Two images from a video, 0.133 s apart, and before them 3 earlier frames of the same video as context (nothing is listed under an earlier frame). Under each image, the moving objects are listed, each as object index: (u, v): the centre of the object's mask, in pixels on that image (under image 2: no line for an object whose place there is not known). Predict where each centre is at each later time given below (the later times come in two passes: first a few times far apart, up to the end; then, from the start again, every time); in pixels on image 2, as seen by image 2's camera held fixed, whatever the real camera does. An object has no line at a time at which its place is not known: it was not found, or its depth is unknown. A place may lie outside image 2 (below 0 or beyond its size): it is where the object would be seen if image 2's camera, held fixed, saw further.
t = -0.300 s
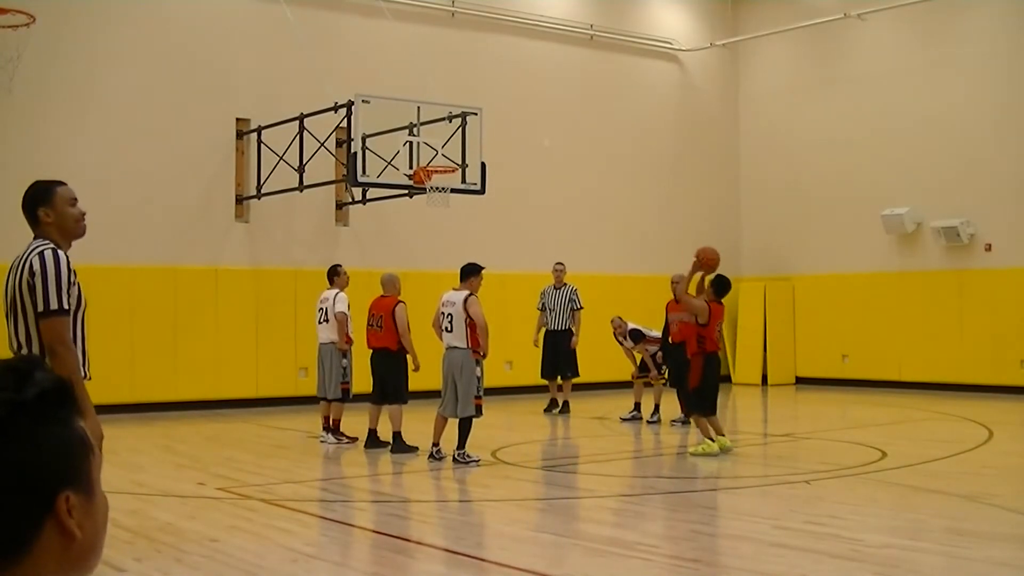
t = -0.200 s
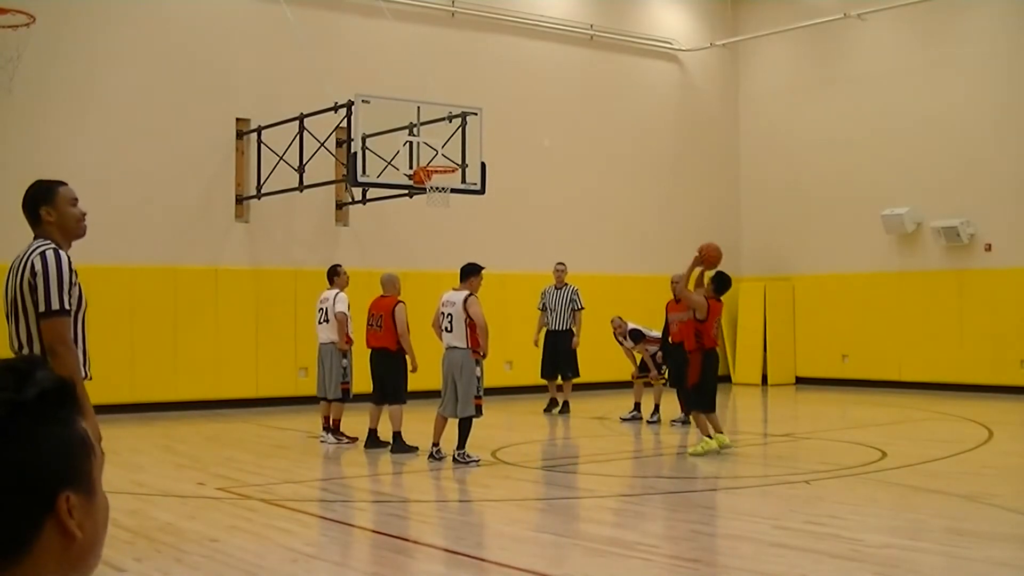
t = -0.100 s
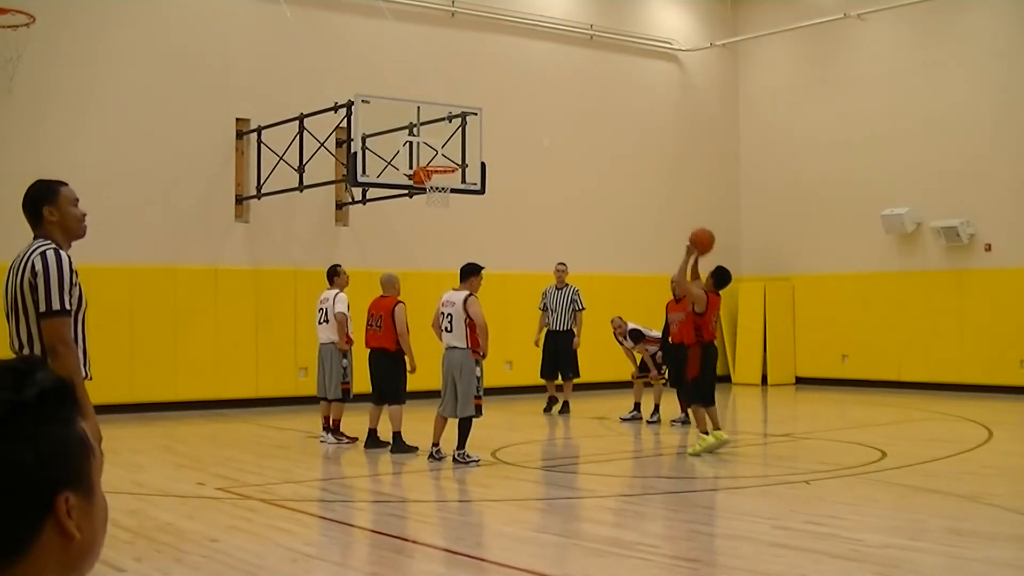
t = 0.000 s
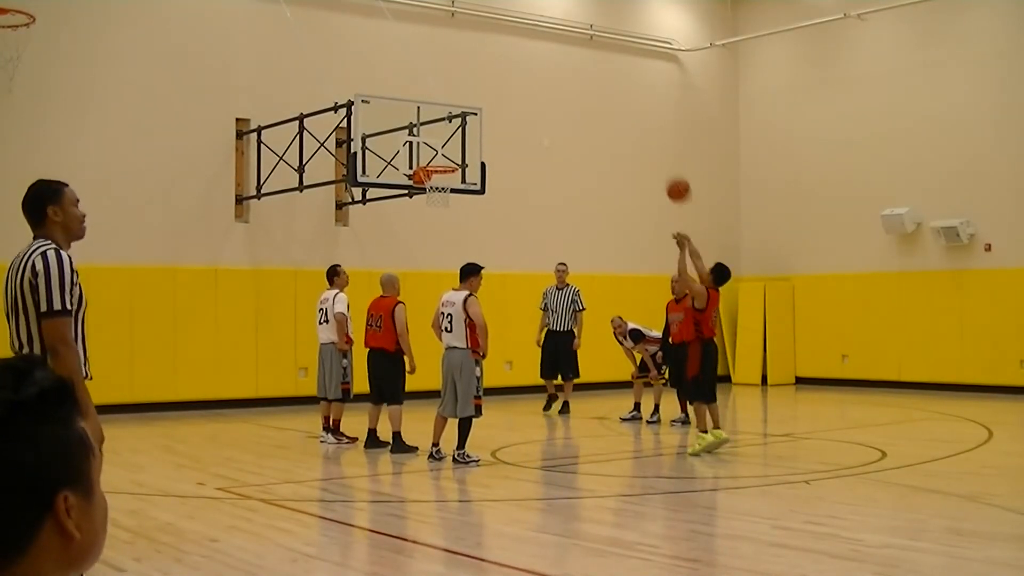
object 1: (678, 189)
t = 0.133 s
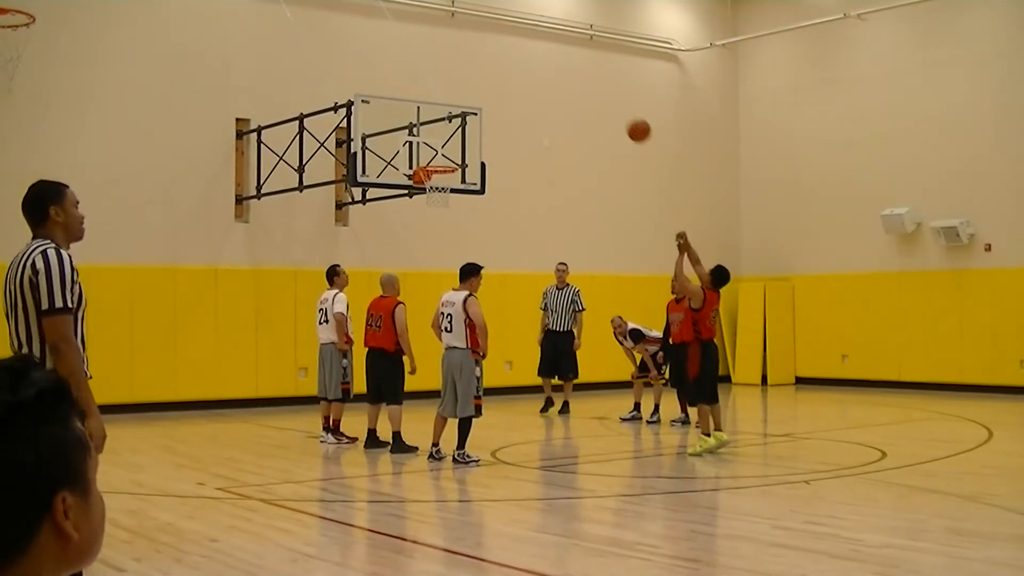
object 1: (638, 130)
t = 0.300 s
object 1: (594, 85)
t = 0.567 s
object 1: (533, 70)
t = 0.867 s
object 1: (473, 123)
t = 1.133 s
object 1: (428, 161)
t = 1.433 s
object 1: (424, 163)
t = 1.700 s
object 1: (419, 227)
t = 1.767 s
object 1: (418, 254)
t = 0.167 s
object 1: (629, 118)
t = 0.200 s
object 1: (620, 108)
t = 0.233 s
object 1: (611, 99)
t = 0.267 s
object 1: (603, 91)
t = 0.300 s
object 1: (594, 85)
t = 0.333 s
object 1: (586, 80)
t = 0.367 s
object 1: (578, 75)
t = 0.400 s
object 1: (570, 72)
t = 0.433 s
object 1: (563, 69)
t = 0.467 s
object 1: (555, 68)
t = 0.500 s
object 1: (547, 68)
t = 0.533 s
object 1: (540, 68)
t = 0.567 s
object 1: (533, 70)
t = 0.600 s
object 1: (526, 72)
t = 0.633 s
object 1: (519, 75)
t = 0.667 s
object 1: (512, 80)
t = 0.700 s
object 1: (505, 85)
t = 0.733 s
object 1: (499, 91)
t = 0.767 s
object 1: (492, 98)
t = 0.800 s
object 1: (486, 105)
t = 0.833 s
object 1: (479, 114)
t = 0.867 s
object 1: (473, 123)
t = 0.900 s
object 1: (466, 133)
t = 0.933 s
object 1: (460, 144)
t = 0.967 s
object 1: (454, 155)
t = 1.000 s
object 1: (449, 160)
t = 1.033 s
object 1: (443, 161)
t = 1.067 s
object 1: (439, 161)
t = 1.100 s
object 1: (433, 162)
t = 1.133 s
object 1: (428, 161)
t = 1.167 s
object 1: (427, 159)
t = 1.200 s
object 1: (427, 158)
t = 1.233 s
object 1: (427, 156)
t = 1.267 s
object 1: (427, 156)
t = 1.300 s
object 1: (426, 155)
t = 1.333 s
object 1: (426, 156)
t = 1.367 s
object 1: (425, 157)
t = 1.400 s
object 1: (424, 159)
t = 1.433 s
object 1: (424, 163)
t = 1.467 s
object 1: (424, 168)
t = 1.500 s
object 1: (422, 175)
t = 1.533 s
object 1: (422, 179)
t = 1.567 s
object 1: (421, 187)
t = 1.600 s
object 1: (420, 195)
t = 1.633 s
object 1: (420, 205)
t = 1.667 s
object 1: (419, 216)
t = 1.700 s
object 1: (419, 227)
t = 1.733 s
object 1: (418, 240)
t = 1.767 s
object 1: (418, 254)
